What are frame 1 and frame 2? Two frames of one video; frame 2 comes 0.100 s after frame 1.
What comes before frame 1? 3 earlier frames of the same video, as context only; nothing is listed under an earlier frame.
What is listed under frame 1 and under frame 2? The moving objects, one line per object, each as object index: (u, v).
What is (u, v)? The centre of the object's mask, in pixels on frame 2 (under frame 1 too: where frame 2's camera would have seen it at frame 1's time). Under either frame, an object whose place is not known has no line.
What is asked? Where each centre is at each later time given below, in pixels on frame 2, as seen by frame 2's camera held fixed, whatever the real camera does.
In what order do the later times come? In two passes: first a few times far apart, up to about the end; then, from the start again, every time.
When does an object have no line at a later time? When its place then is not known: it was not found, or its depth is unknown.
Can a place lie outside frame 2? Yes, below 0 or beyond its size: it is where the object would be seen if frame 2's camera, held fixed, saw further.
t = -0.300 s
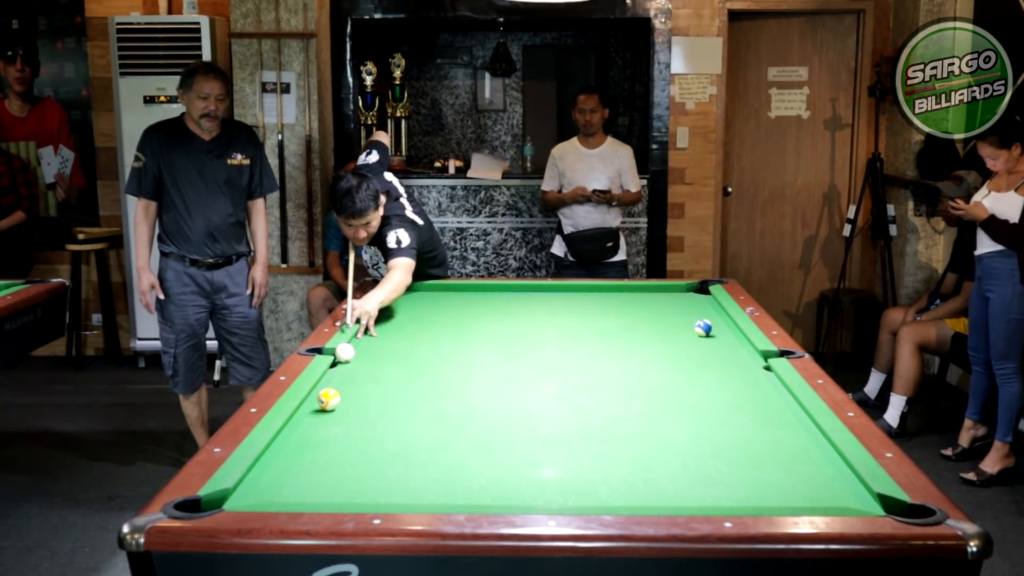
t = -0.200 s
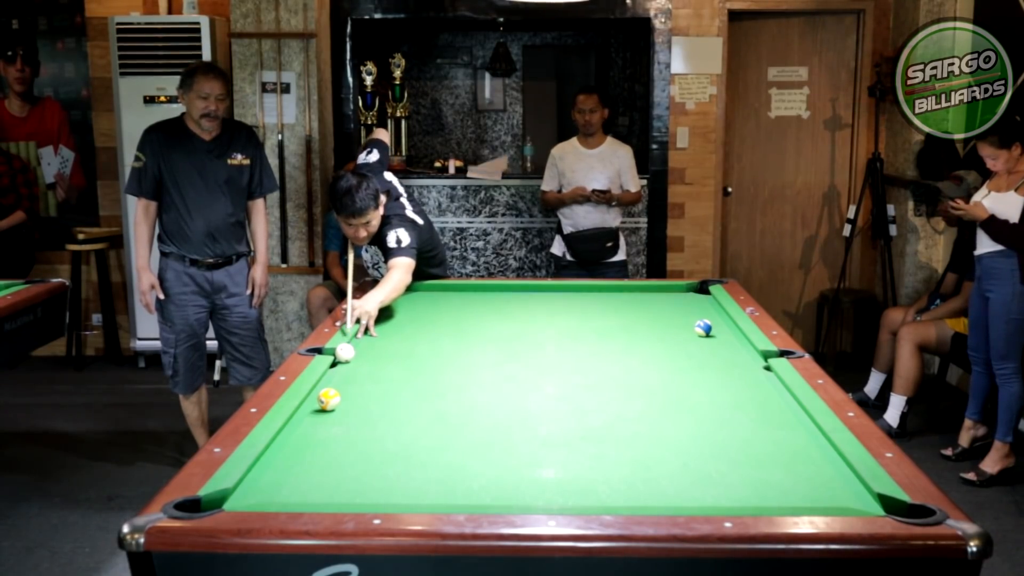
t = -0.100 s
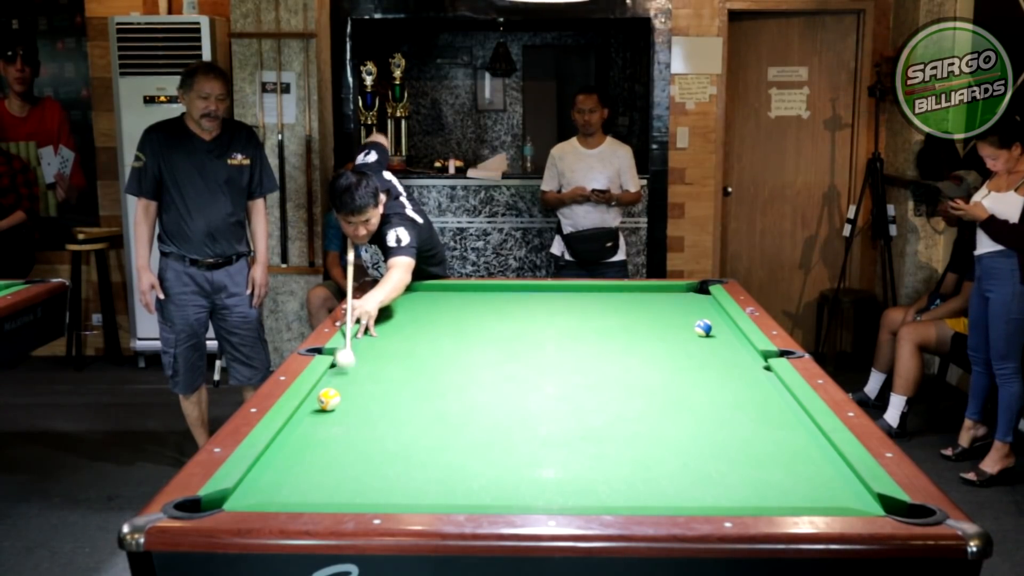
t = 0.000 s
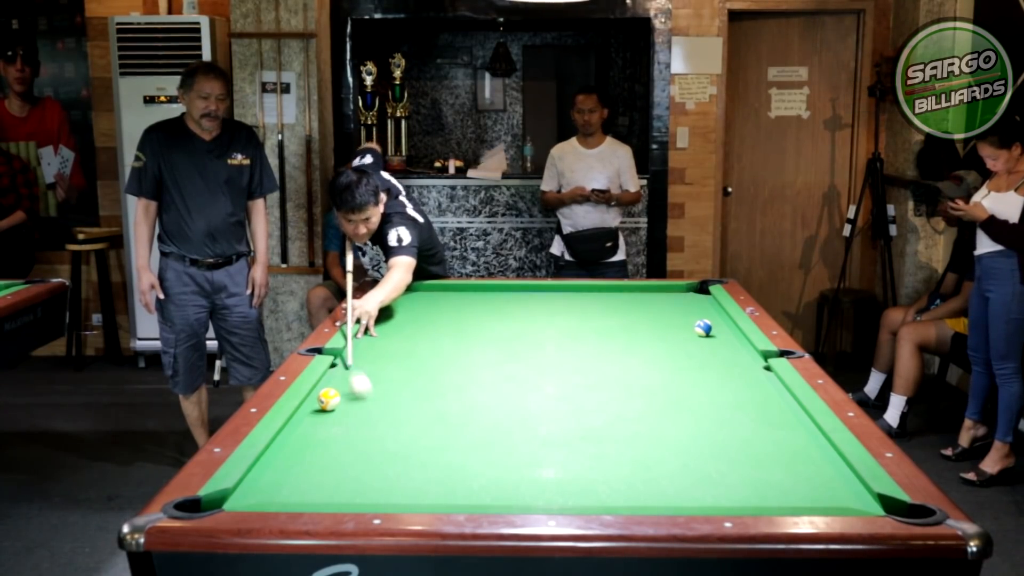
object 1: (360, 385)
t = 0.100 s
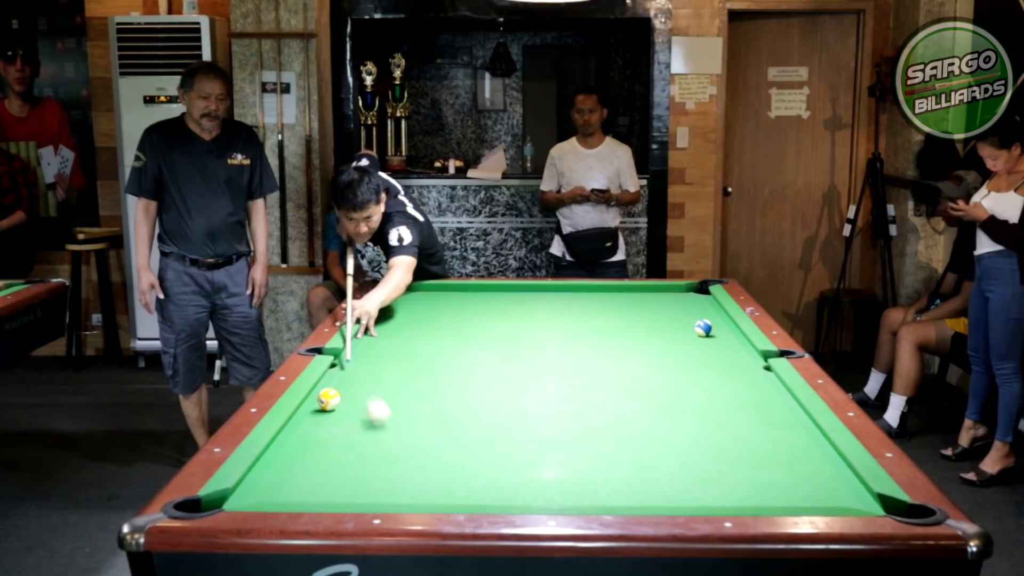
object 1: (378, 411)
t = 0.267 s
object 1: (413, 461)
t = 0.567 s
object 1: (530, 479)
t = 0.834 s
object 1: (644, 445)
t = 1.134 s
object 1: (746, 413)
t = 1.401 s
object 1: (755, 390)
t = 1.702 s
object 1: (686, 371)
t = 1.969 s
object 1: (634, 356)
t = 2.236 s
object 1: (589, 342)
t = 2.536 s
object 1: (545, 329)
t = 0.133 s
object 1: (384, 420)
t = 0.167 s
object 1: (392, 430)
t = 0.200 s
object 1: (398, 439)
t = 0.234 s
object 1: (405, 449)
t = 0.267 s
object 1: (413, 461)
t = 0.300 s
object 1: (421, 470)
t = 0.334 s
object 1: (429, 480)
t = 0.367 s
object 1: (437, 489)
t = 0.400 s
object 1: (445, 495)
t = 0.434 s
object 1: (462, 495)
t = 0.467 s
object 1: (479, 491)
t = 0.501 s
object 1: (496, 488)
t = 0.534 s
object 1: (513, 483)
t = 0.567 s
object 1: (530, 479)
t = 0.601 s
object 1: (545, 474)
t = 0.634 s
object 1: (561, 470)
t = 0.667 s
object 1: (575, 466)
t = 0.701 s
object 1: (589, 461)
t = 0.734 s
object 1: (604, 457)
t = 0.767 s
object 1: (617, 453)
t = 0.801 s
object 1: (630, 448)
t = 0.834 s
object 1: (644, 445)
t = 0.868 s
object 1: (656, 441)
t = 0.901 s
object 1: (668, 437)
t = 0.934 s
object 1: (680, 433)
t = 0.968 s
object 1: (691, 430)
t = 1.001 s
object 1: (703, 426)
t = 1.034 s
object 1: (715, 423)
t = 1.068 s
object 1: (725, 420)
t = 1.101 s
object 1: (736, 416)
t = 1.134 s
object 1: (746, 413)
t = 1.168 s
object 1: (757, 410)
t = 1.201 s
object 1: (766, 407)
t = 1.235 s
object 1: (777, 404)
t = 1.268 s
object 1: (784, 400)
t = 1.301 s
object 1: (780, 398)
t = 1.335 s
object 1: (771, 395)
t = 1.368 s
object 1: (763, 393)
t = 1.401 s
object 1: (755, 390)
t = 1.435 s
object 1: (746, 388)
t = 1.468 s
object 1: (738, 386)
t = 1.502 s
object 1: (731, 384)
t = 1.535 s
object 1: (723, 381)
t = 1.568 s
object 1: (715, 379)
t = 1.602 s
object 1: (708, 377)
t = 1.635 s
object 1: (700, 375)
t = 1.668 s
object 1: (693, 373)
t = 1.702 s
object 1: (686, 371)
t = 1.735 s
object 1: (679, 369)
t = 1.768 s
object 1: (673, 367)
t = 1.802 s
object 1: (666, 365)
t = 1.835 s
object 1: (659, 363)
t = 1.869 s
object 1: (653, 361)
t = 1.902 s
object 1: (647, 359)
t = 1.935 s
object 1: (640, 357)
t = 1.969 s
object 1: (634, 356)
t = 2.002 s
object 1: (629, 354)
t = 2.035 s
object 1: (622, 352)
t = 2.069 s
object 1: (617, 350)
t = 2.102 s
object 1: (612, 349)
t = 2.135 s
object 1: (606, 347)
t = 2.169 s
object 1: (600, 345)
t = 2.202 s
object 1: (595, 344)
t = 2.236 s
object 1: (589, 342)
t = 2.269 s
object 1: (584, 341)
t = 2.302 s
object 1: (579, 339)
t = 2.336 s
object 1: (574, 337)
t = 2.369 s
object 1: (569, 336)
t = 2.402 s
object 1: (564, 334)
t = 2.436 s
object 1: (559, 333)
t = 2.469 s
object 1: (554, 332)
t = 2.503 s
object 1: (549, 330)
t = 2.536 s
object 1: (545, 329)
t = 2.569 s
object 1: (540, 327)
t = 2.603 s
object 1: (535, 326)
